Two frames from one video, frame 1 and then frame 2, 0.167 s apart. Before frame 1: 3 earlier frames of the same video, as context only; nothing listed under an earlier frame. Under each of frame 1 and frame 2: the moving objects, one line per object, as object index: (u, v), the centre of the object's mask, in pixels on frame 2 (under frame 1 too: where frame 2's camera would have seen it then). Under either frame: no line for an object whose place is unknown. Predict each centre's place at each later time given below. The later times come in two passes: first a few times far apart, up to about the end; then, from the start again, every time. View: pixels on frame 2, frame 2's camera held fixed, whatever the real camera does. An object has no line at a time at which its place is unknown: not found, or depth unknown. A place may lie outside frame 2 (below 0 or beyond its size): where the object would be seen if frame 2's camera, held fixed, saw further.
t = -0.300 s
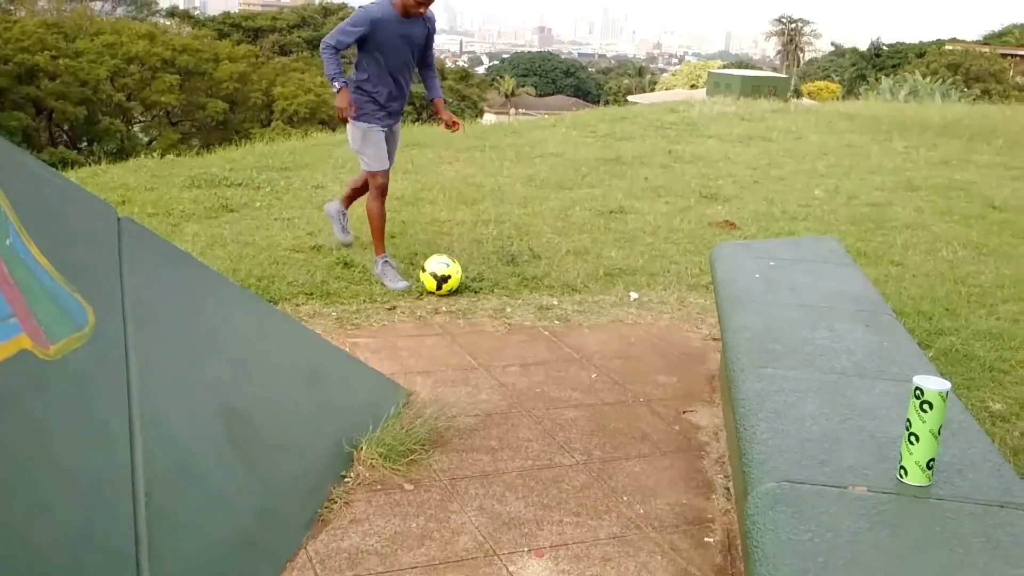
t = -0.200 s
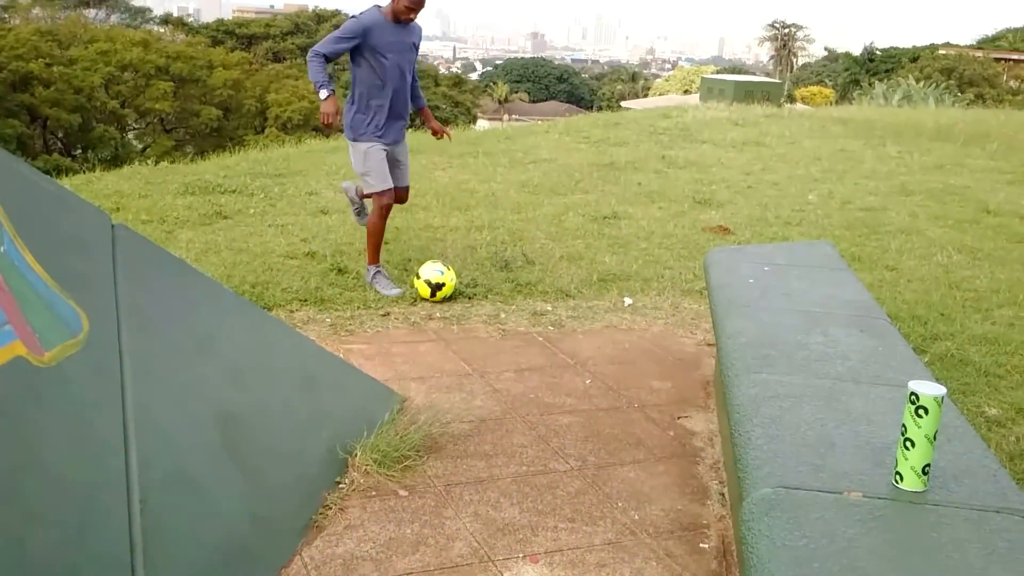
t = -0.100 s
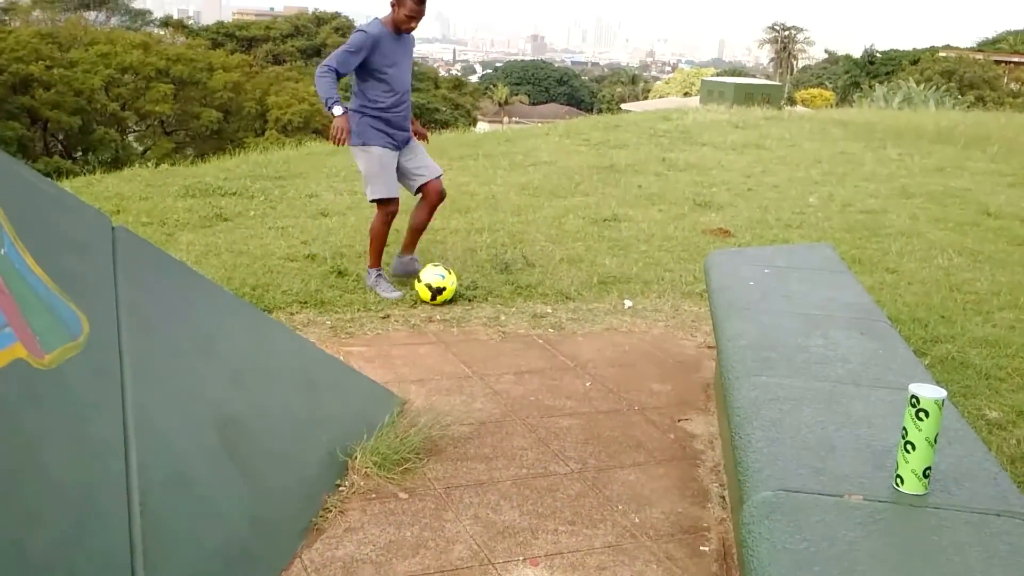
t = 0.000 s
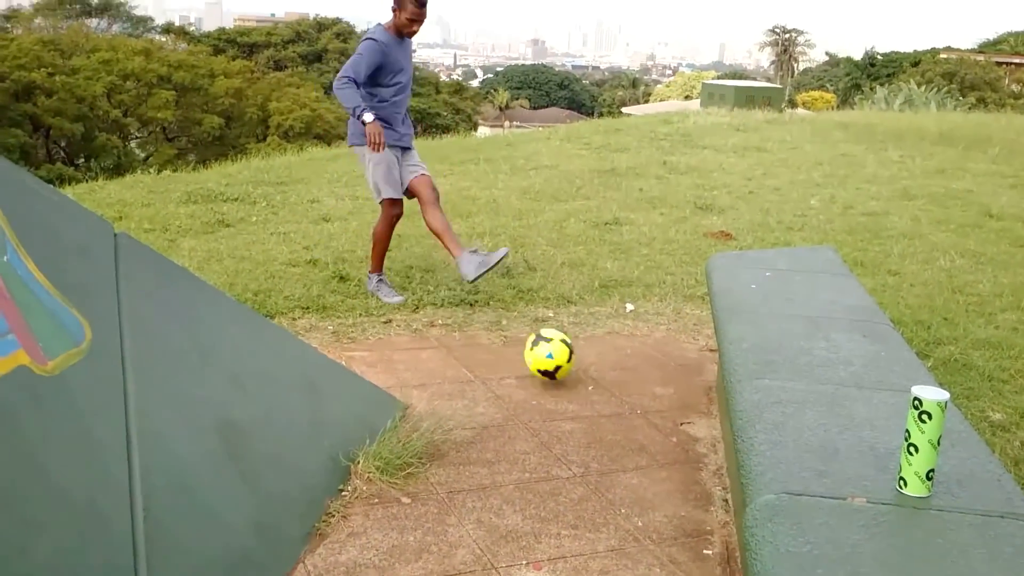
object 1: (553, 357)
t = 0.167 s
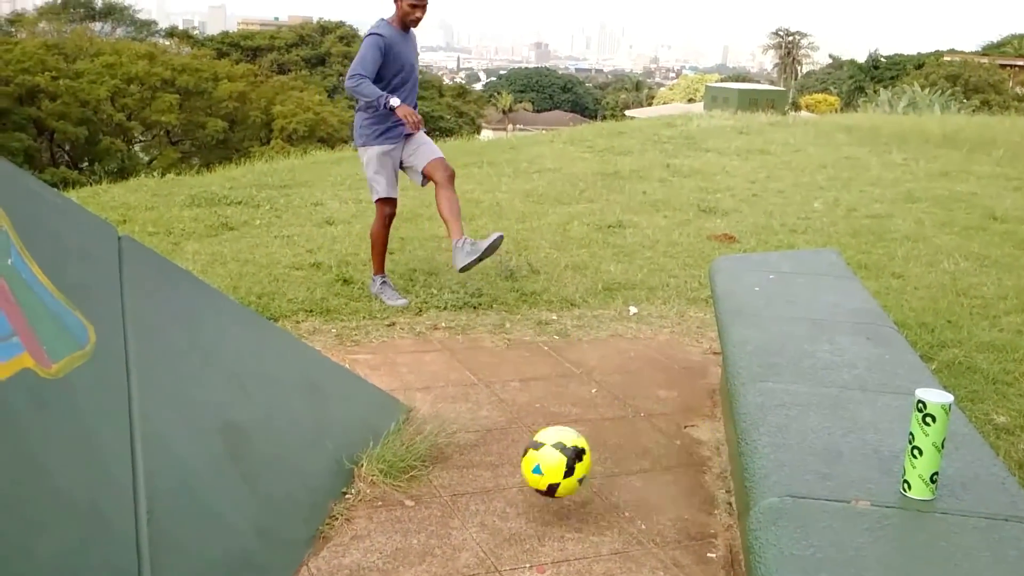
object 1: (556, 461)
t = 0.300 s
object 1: (303, 498)
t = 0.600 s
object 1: (623, 327)
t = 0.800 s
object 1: (895, 409)
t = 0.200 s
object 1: (485, 472)
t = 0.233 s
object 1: (406, 486)
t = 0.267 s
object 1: (320, 507)
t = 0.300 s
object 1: (303, 498)
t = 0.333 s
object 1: (334, 467)
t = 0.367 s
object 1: (366, 438)
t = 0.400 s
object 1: (398, 412)
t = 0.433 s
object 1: (432, 389)
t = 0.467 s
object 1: (468, 369)
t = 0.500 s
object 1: (504, 354)
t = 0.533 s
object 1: (543, 341)
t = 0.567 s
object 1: (582, 333)
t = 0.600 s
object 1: (623, 327)
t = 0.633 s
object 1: (666, 327)
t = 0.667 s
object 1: (709, 332)
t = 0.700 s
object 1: (754, 343)
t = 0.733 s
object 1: (801, 360)
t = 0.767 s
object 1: (849, 382)
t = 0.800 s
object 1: (895, 409)
